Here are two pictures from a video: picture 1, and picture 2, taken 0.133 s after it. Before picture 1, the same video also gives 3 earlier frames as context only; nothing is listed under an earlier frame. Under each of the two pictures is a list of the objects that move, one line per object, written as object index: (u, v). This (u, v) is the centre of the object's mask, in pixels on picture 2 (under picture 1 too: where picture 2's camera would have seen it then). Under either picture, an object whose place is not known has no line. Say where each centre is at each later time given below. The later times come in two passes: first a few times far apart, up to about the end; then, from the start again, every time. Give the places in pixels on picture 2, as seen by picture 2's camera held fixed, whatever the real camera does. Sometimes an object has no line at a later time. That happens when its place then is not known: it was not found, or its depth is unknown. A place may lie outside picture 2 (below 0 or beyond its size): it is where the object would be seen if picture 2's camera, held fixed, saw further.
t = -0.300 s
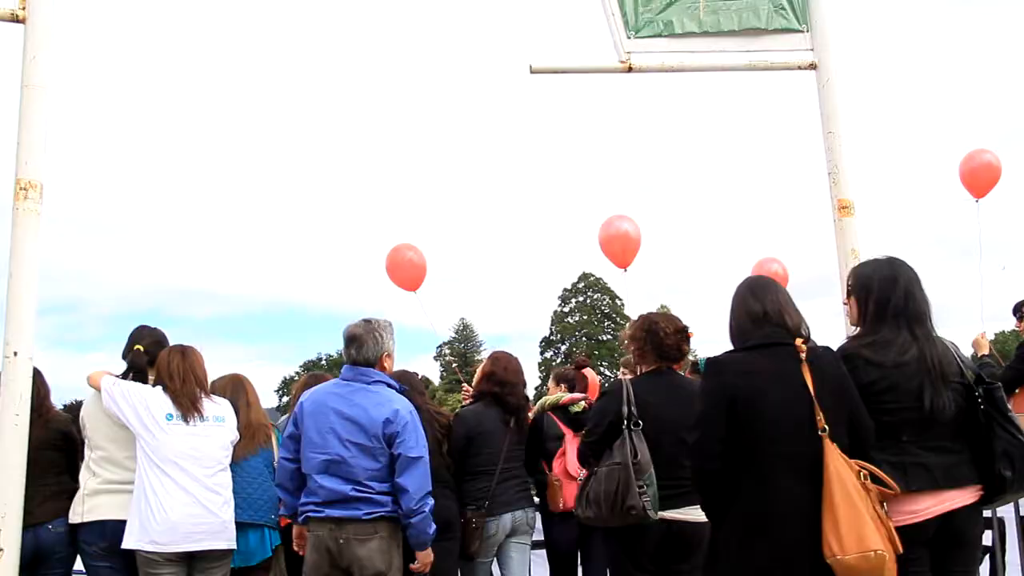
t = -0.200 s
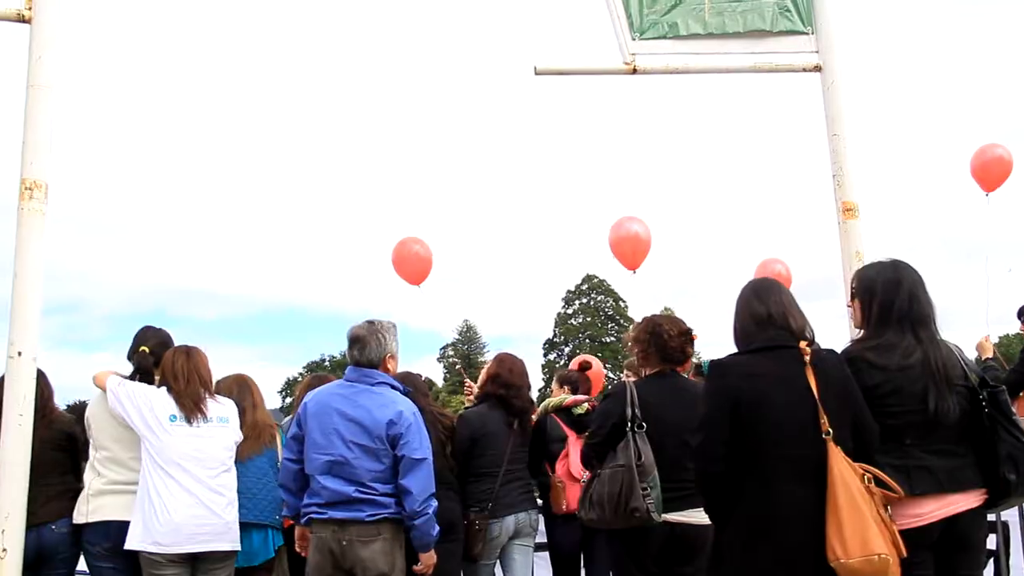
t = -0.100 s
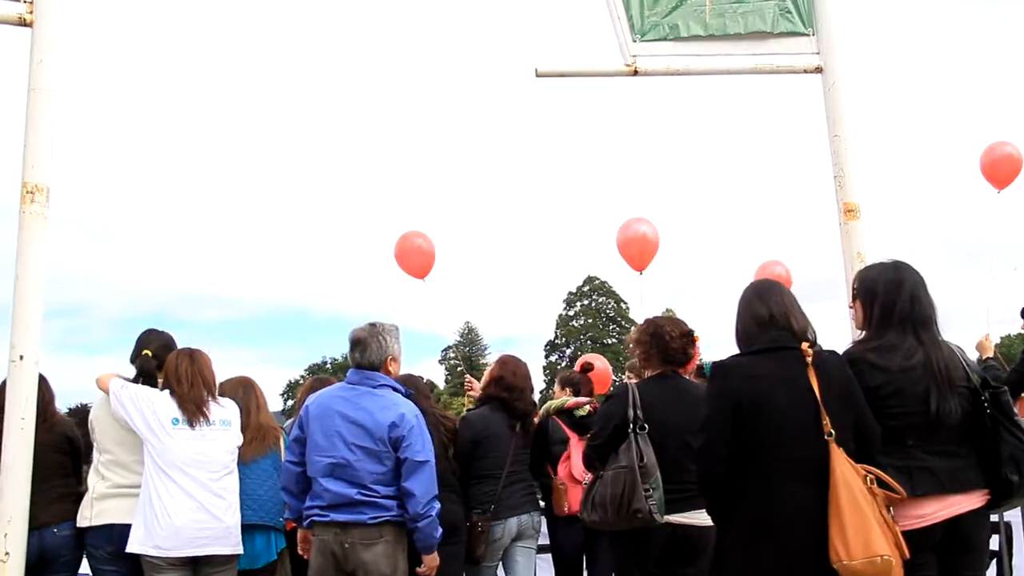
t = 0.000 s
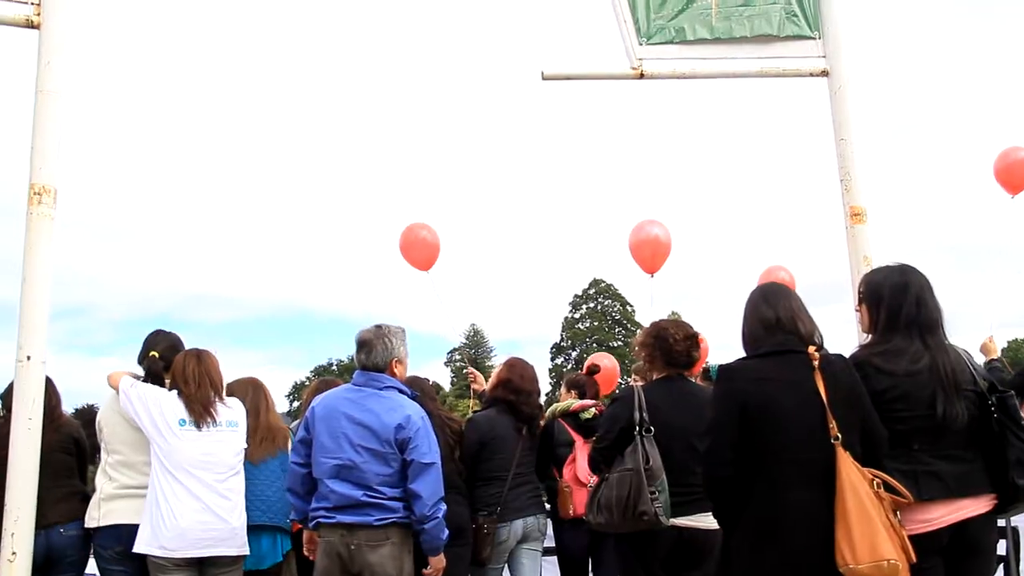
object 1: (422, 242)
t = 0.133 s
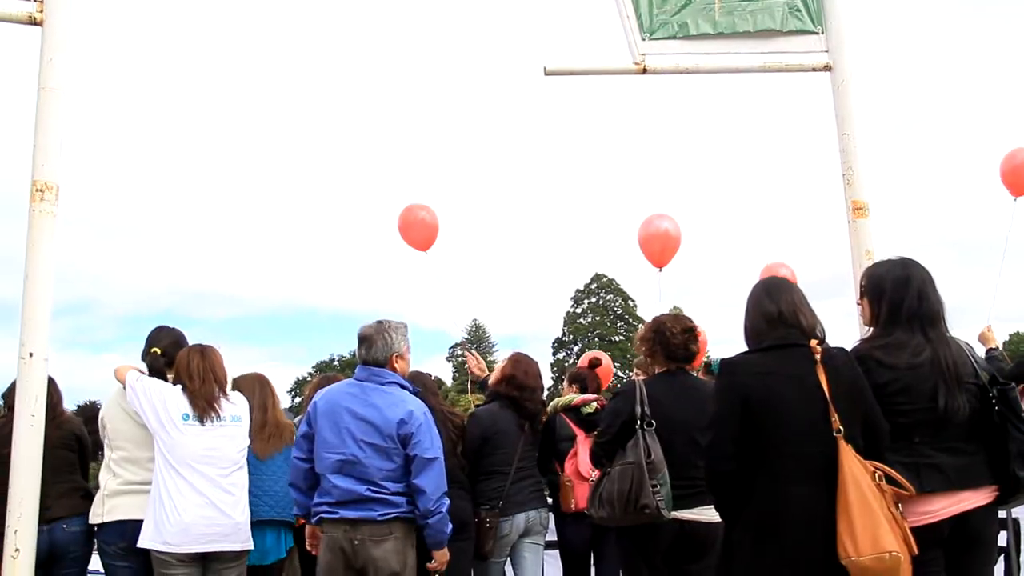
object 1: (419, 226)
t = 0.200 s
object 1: (414, 214)
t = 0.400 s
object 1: (391, 155)
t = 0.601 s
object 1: (358, 71)
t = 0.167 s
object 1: (417, 221)
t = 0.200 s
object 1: (414, 214)
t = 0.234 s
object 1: (411, 206)
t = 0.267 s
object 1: (408, 198)
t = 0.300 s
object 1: (405, 188)
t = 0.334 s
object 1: (400, 178)
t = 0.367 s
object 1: (396, 167)
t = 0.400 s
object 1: (391, 155)
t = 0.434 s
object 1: (386, 142)
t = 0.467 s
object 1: (381, 129)
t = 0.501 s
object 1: (375, 116)
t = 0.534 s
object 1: (370, 101)
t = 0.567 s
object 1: (364, 86)
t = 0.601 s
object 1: (358, 71)
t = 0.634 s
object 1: (352, 55)
